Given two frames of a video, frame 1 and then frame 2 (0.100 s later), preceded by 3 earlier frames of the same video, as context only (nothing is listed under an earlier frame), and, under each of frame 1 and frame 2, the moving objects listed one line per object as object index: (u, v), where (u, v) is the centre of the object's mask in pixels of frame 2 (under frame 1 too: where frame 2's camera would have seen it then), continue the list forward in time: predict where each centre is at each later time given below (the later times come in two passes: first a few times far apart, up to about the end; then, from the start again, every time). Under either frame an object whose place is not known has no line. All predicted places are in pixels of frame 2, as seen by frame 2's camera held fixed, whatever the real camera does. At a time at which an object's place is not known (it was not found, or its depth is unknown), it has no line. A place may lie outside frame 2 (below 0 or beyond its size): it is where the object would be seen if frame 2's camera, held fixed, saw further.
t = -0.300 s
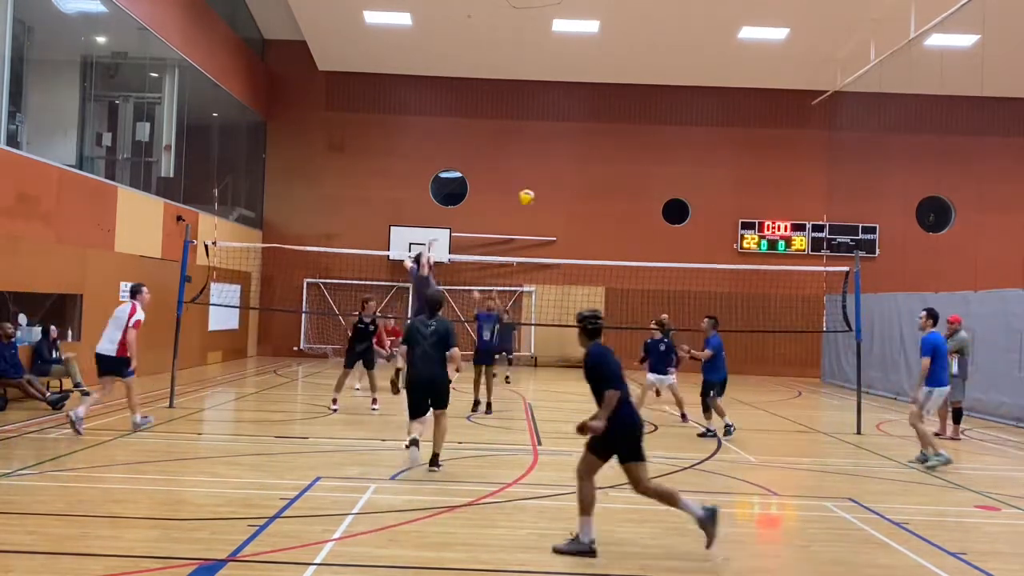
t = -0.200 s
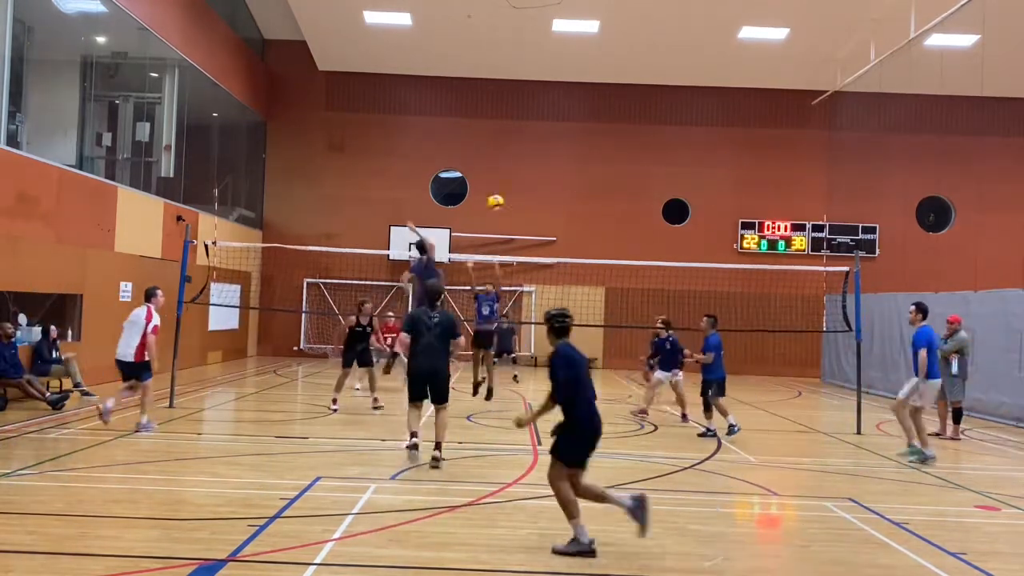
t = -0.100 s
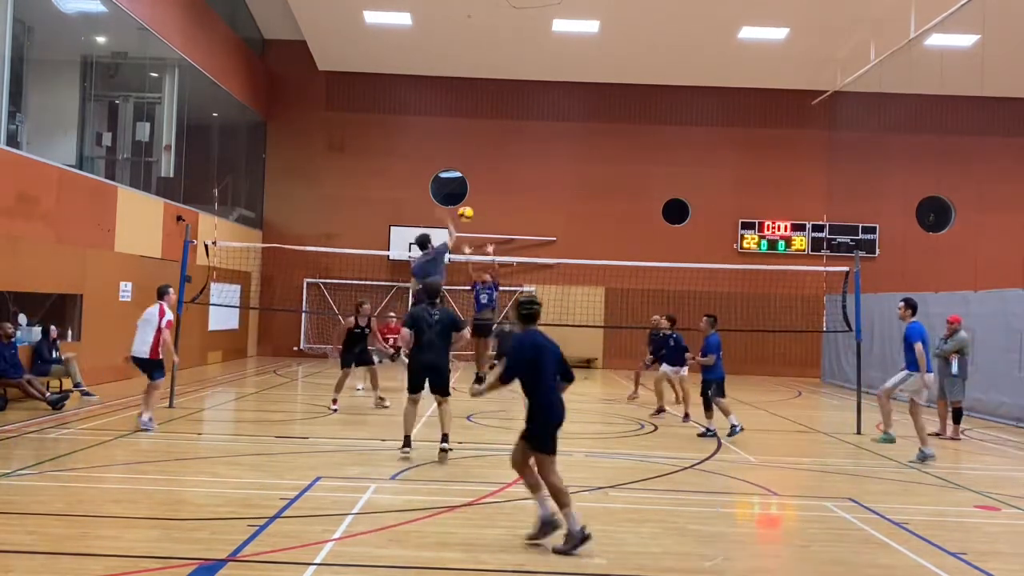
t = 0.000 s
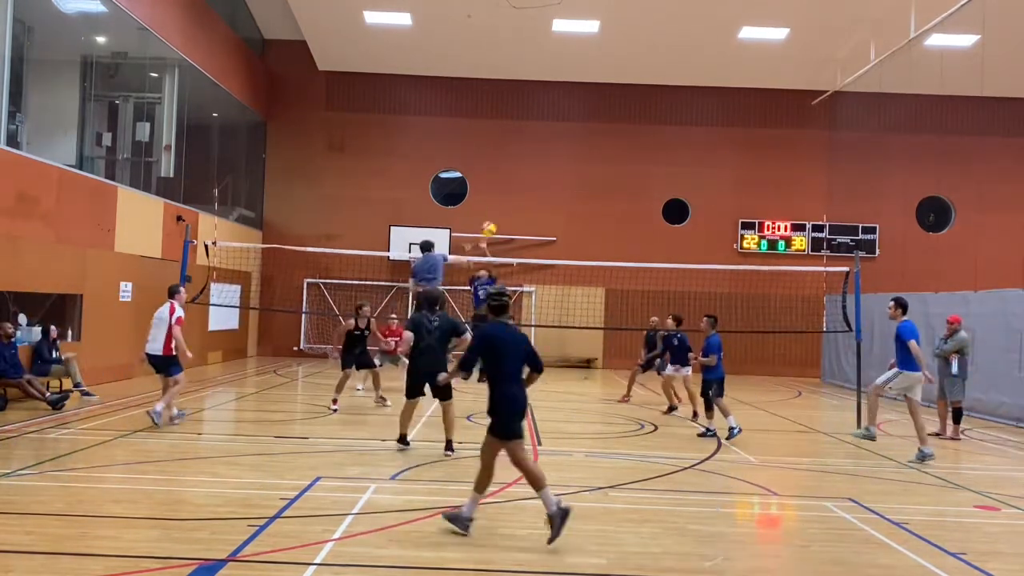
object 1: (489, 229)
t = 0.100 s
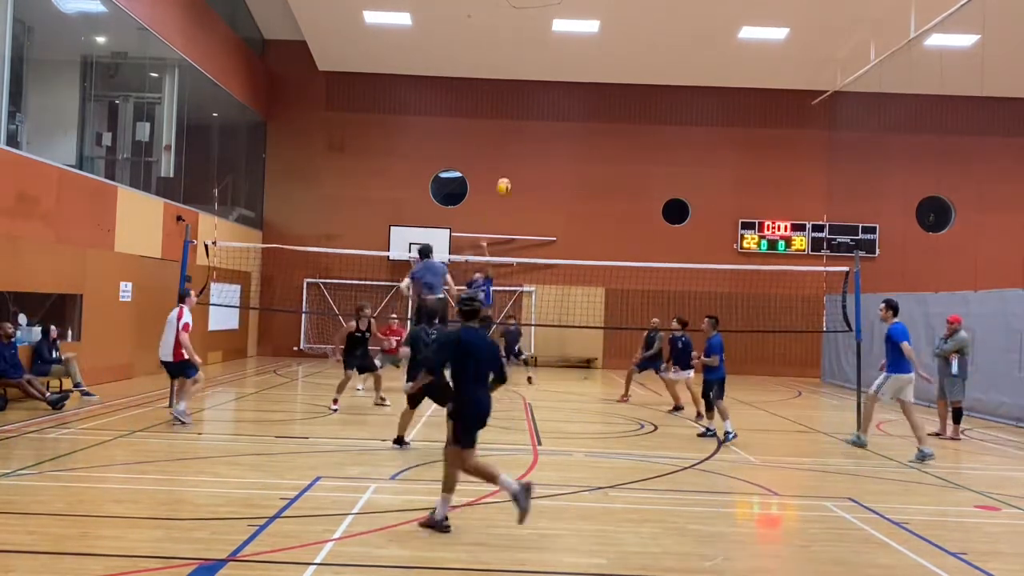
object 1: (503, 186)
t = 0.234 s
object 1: (523, 138)
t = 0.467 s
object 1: (558, 81)
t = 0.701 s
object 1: (592, 61)
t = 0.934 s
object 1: (625, 79)
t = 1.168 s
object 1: (656, 134)
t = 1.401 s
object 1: (683, 227)
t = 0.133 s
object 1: (508, 173)
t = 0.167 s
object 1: (513, 160)
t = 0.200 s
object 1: (518, 149)
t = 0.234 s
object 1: (523, 138)
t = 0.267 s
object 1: (528, 127)
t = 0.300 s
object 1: (533, 118)
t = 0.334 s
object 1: (538, 109)
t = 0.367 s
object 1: (543, 101)
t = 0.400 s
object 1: (548, 93)
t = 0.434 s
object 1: (553, 88)
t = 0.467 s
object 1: (558, 81)
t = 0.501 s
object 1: (563, 78)
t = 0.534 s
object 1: (569, 72)
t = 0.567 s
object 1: (573, 68)
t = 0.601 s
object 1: (577, 65)
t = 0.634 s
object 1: (582, 63)
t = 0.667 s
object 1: (587, 62)
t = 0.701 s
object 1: (592, 61)
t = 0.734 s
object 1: (597, 62)
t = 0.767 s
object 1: (602, 62)
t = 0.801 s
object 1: (606, 64)
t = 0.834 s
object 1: (611, 66)
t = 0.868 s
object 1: (615, 70)
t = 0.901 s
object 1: (620, 74)
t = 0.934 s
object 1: (625, 79)
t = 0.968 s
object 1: (630, 85)
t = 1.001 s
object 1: (634, 91)
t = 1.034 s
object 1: (638, 98)
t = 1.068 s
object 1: (643, 106)
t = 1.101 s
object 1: (647, 115)
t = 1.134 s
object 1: (651, 124)
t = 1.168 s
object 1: (656, 134)
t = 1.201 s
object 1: (660, 145)
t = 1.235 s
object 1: (664, 156)
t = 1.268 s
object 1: (667, 169)
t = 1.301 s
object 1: (672, 182)
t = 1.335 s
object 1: (675, 197)
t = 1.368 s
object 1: (680, 211)
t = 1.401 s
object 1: (683, 227)
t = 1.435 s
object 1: (687, 243)
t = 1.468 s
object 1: (690, 260)
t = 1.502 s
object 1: (693, 278)
